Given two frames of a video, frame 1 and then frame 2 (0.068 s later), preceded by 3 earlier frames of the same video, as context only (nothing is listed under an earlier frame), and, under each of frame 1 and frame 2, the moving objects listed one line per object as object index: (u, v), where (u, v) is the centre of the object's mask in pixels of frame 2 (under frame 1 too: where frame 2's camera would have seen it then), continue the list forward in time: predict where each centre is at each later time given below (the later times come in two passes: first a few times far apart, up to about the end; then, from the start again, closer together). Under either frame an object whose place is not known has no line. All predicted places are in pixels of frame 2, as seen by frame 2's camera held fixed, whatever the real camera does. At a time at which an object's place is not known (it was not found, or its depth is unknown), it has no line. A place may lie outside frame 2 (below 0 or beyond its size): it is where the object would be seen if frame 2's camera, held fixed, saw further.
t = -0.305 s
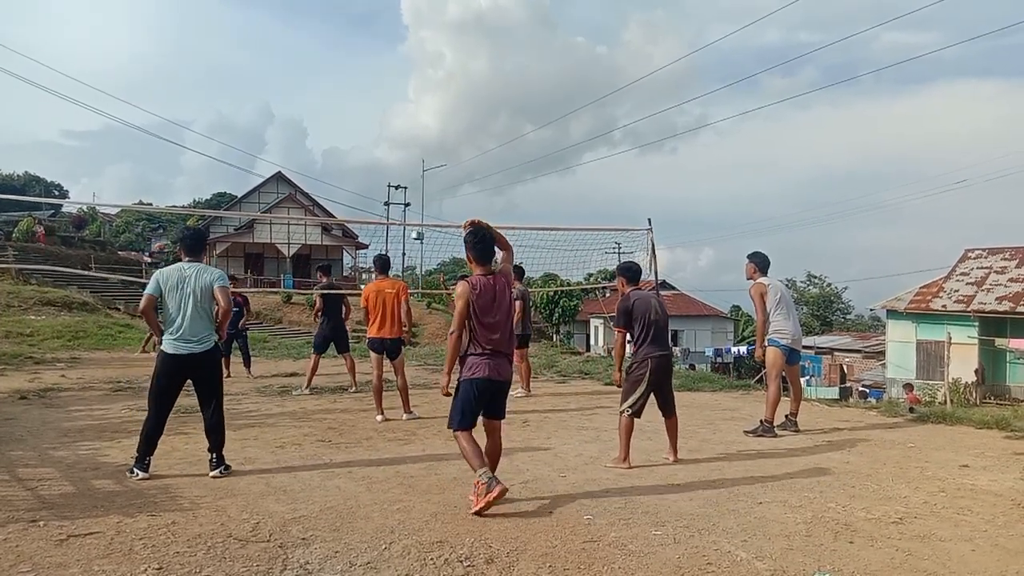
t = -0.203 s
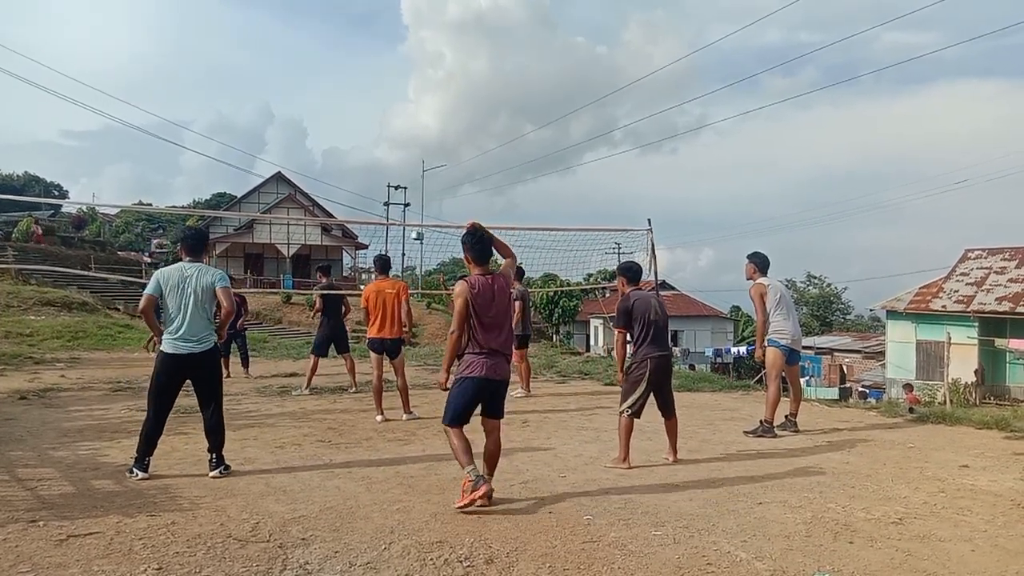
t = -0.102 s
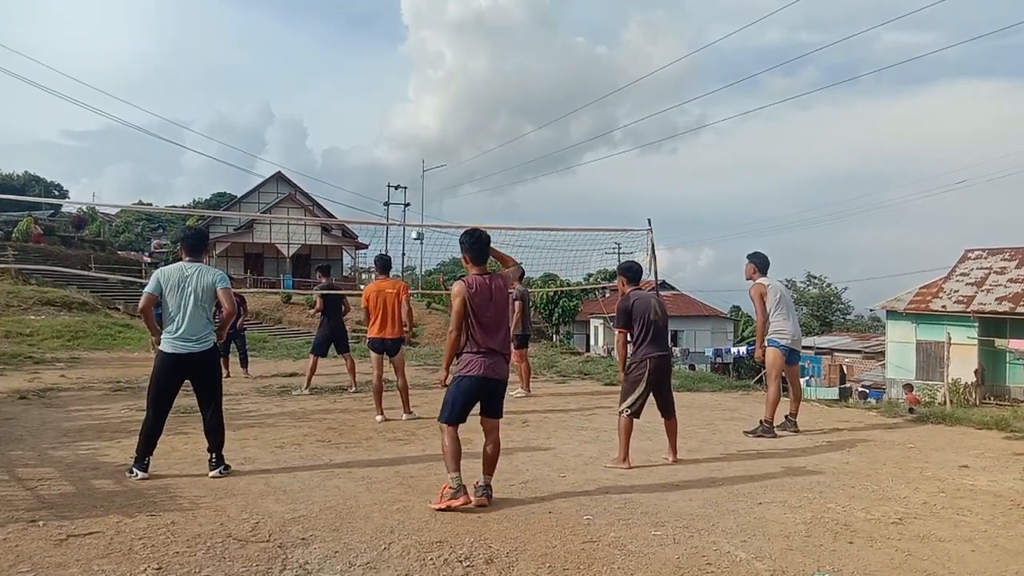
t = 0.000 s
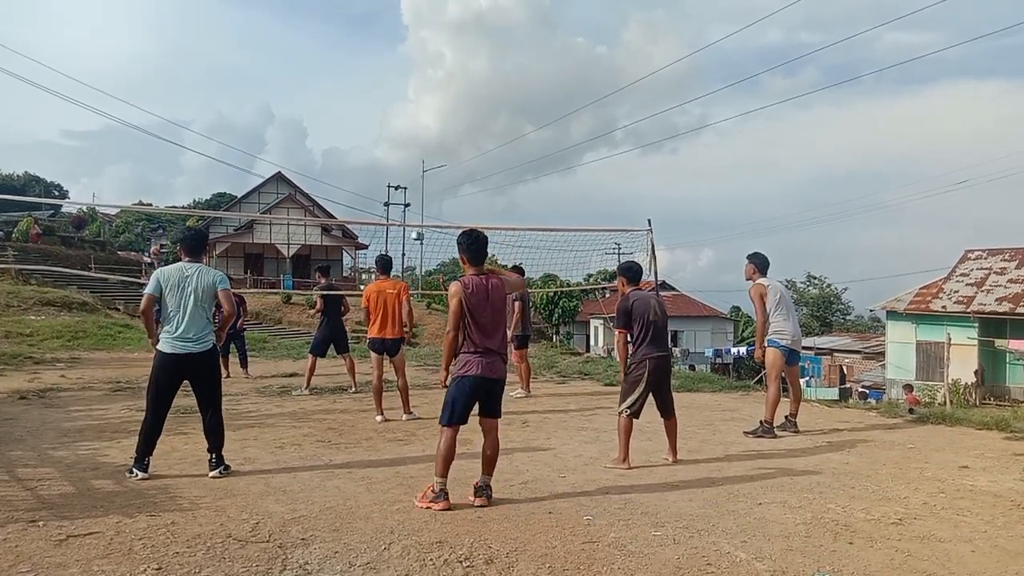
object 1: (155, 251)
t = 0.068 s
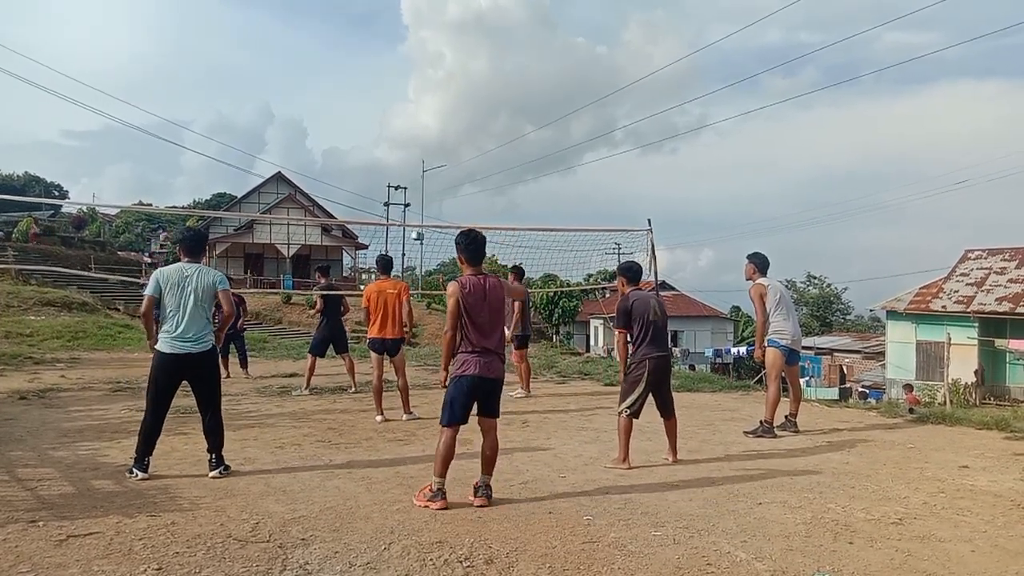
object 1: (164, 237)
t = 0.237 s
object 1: (194, 201)
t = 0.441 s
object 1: (236, 170)
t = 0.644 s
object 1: (289, 159)
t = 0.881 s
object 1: (371, 185)
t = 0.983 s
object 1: (413, 211)
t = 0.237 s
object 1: (194, 201)
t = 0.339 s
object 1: (214, 183)
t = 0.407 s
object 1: (229, 174)
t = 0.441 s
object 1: (236, 170)
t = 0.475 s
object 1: (244, 167)
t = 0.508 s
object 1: (252, 163)
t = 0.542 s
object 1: (261, 162)
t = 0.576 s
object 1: (270, 160)
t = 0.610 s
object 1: (279, 159)
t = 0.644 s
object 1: (289, 159)
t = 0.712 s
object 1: (311, 162)
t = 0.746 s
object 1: (322, 164)
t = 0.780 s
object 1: (334, 168)
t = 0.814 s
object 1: (346, 172)
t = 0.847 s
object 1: (359, 178)
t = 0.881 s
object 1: (371, 185)
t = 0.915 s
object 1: (385, 192)
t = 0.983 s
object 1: (413, 211)
